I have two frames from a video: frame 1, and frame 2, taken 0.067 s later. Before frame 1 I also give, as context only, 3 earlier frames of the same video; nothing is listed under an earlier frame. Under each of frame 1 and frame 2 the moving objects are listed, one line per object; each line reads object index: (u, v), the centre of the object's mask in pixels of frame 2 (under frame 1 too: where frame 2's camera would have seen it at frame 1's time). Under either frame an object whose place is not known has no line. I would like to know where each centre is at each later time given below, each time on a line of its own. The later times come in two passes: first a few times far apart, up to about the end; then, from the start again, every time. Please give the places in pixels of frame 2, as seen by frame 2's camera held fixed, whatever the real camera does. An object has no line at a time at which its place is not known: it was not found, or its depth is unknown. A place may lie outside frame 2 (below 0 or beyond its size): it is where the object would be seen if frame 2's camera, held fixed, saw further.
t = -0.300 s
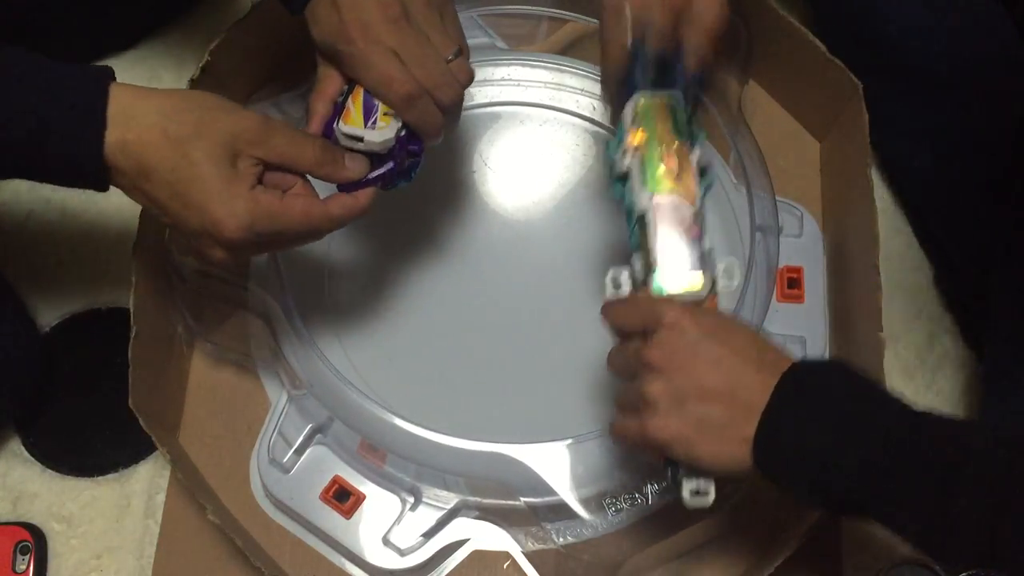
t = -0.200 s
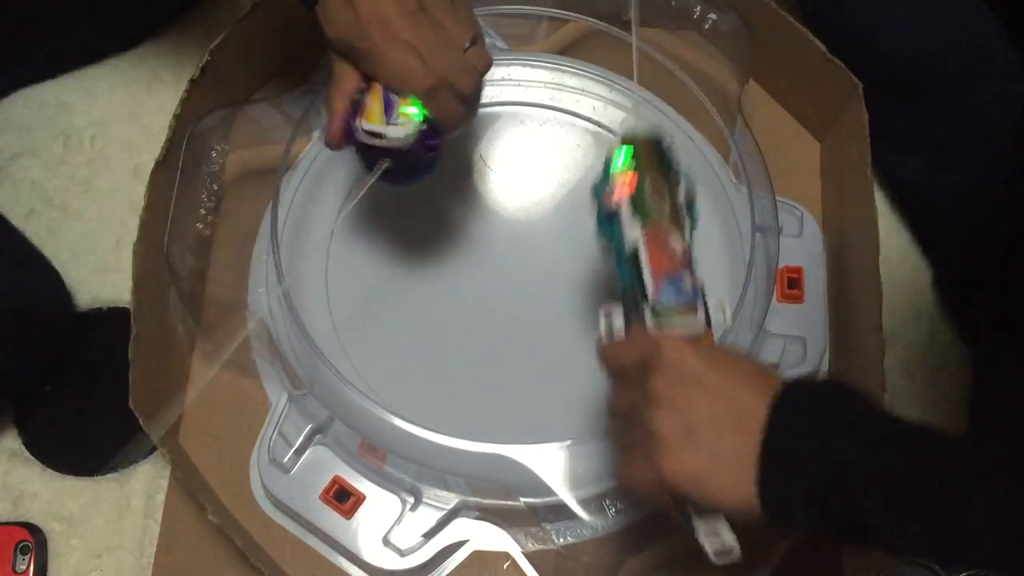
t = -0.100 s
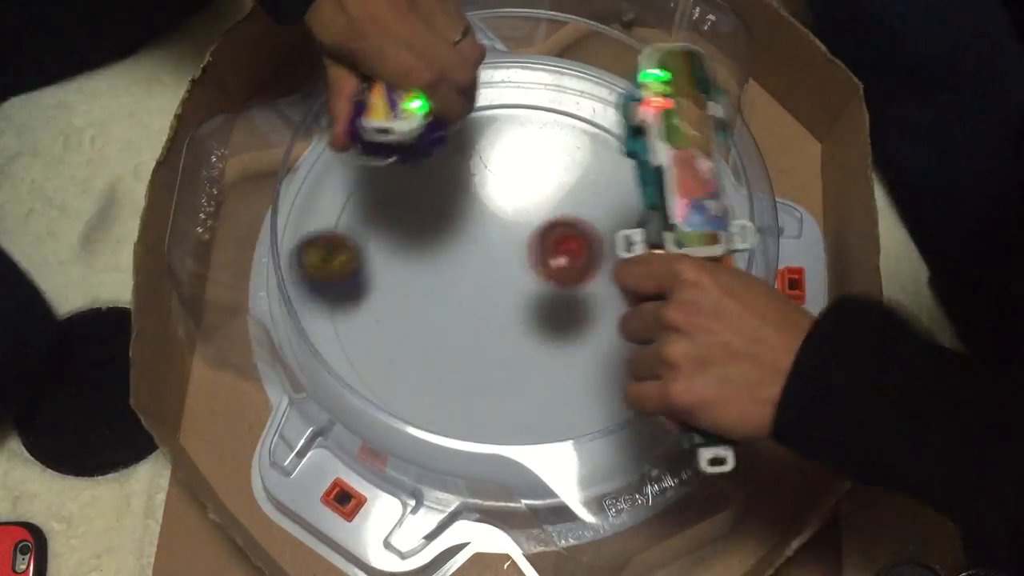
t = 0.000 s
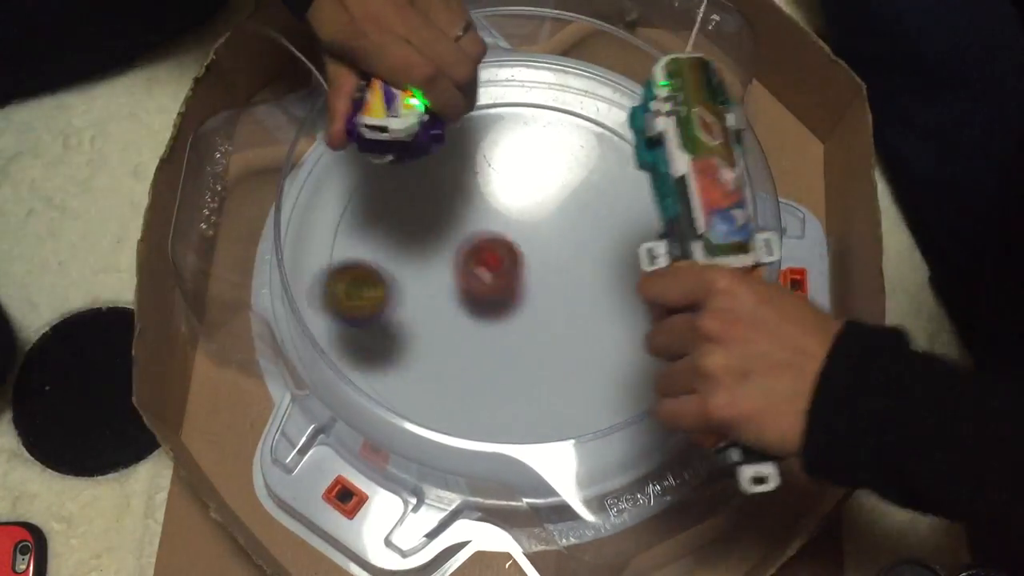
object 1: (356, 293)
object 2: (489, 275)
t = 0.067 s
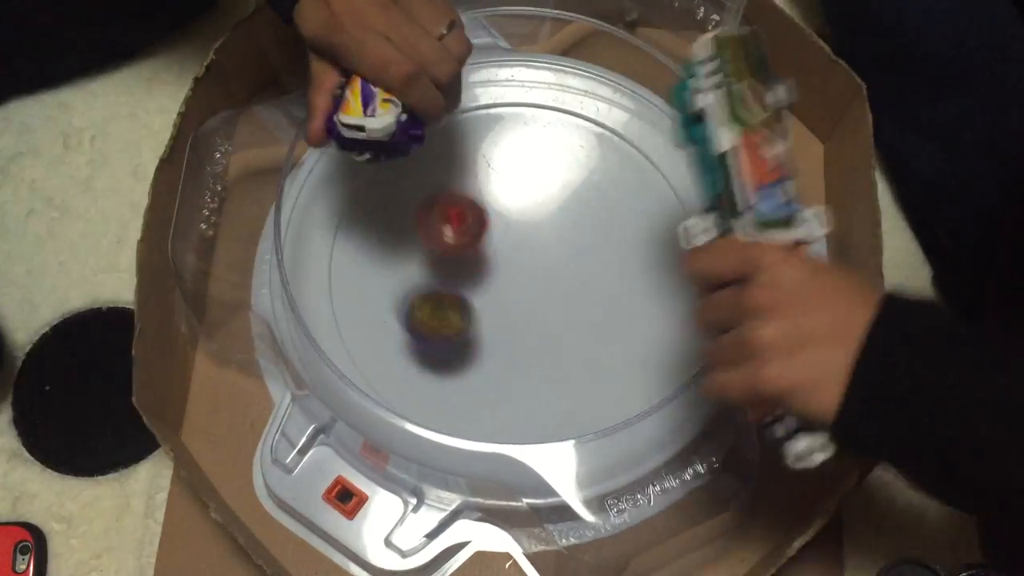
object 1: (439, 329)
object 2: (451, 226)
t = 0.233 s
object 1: (524, 306)
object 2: (436, 147)
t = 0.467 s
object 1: (426, 256)
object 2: (462, 73)
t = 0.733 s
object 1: (540, 399)
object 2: (549, 276)
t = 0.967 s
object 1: (613, 251)
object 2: (556, 117)
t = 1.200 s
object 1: (380, 184)
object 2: (495, 150)
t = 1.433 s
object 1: (495, 419)
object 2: (486, 329)
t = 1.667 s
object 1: (669, 231)
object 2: (566, 379)
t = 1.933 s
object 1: (387, 158)
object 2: (622, 282)
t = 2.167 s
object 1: (453, 406)
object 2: (558, 214)
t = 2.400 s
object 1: (664, 268)
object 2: (466, 243)
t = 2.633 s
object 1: (505, 108)
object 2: (457, 345)
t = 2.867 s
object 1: (354, 281)
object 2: (536, 363)
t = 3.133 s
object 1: (619, 371)
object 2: (570, 273)
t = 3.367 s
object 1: (658, 175)
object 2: (511, 222)
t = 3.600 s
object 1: (445, 144)
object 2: (468, 247)
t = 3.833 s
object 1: (404, 352)
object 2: (462, 288)
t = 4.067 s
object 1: (617, 403)
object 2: (508, 263)
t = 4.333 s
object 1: (637, 186)
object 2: (534, 242)
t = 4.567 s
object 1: (431, 161)
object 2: (514, 276)
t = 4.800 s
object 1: (353, 338)
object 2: (520, 276)
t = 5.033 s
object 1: (574, 400)
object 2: (552, 283)
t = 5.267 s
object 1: (636, 208)
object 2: (506, 300)
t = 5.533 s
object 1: (441, 119)
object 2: (493, 268)
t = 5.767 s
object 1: (371, 304)
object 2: (522, 280)
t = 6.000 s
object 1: (578, 373)
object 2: (492, 277)
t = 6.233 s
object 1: (668, 212)
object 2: (488, 243)
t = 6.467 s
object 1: (512, 130)
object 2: (533, 256)
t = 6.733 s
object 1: (398, 305)
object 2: (515, 290)
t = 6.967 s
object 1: (555, 406)
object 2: (515, 262)
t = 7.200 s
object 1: (657, 271)
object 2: (540, 268)
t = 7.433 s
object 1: (519, 167)
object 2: (519, 303)
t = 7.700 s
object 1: (365, 271)
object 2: (492, 273)
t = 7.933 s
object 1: (488, 392)
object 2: (525, 257)
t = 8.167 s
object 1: (620, 284)
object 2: (519, 287)
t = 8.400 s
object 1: (553, 147)
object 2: (494, 282)
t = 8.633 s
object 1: (406, 188)
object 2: (504, 246)
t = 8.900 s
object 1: (470, 355)
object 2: (537, 263)
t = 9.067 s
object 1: (595, 354)
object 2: (532, 291)
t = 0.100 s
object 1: (464, 340)
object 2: (446, 213)
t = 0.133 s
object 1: (481, 331)
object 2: (440, 192)
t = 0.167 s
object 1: (500, 325)
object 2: (433, 176)
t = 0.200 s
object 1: (517, 322)
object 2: (434, 159)
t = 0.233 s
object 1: (524, 306)
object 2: (436, 147)
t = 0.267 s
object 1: (530, 288)
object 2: (440, 140)
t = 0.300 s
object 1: (528, 267)
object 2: (443, 137)
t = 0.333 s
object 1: (522, 245)
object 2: (448, 138)
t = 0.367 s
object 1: (507, 223)
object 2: (451, 145)
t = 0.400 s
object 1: (482, 211)
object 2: (457, 143)
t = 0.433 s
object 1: (455, 234)
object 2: (459, 104)
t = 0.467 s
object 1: (426, 256)
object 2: (462, 73)
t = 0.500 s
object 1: (393, 277)
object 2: (474, 86)
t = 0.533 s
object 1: (368, 301)
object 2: (487, 106)
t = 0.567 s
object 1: (353, 329)
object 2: (499, 130)
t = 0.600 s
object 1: (380, 355)
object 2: (510, 155)
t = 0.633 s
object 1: (416, 381)
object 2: (522, 187)
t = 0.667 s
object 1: (459, 399)
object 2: (532, 216)
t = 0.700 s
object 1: (500, 405)
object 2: (540, 244)
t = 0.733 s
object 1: (540, 399)
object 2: (549, 276)
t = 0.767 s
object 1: (577, 381)
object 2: (555, 303)
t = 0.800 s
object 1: (607, 385)
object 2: (559, 298)
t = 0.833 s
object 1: (633, 396)
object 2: (561, 262)
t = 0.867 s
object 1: (631, 359)
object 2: (562, 225)
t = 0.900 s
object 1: (629, 328)
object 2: (562, 187)
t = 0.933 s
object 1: (625, 287)
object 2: (560, 151)
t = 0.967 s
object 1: (613, 251)
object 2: (556, 117)
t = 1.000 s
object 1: (593, 219)
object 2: (548, 91)
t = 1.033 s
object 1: (569, 193)
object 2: (538, 70)
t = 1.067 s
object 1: (537, 174)
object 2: (528, 70)
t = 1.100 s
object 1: (498, 162)
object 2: (519, 86)
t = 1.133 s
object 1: (457, 159)
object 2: (509, 107)
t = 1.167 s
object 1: (419, 167)
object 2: (502, 127)
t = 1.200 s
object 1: (380, 184)
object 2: (495, 150)
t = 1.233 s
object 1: (346, 212)
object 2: (488, 177)
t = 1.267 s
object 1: (341, 253)
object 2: (483, 204)
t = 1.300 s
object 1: (345, 305)
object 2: (480, 233)
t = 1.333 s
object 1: (363, 347)
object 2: (478, 259)
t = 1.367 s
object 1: (404, 389)
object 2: (478, 285)
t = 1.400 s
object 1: (442, 415)
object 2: (481, 308)
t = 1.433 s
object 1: (495, 419)
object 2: (486, 329)
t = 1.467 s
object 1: (543, 418)
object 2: (494, 347)
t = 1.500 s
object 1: (592, 408)
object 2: (503, 362)
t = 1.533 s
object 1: (627, 383)
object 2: (513, 374)
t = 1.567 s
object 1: (654, 351)
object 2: (526, 380)
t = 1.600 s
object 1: (669, 315)
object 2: (539, 384)
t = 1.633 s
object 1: (674, 277)
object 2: (553, 384)
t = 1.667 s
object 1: (669, 231)
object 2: (566, 379)
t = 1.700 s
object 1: (655, 194)
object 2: (577, 372)
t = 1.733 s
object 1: (634, 161)
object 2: (589, 363)
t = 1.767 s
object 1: (605, 133)
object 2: (600, 350)
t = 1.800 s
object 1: (568, 109)
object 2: (608, 336)
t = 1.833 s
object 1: (522, 104)
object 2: (615, 323)
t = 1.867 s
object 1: (474, 107)
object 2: (620, 308)
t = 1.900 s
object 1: (429, 125)
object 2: (623, 295)
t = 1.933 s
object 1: (387, 158)
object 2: (622, 282)
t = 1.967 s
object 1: (358, 194)
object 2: (619, 269)
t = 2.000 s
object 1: (343, 242)
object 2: (614, 257)
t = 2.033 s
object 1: (339, 285)
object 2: (607, 246)
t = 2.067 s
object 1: (352, 327)
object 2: (597, 236)
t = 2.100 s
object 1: (379, 364)
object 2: (585, 226)
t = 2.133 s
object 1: (415, 391)
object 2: (573, 219)
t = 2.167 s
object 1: (453, 406)
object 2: (558, 214)
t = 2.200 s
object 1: (496, 412)
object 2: (543, 211)
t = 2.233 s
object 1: (540, 408)
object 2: (528, 210)
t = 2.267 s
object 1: (580, 394)
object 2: (513, 211)
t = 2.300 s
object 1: (613, 370)
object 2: (499, 215)
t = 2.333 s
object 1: (640, 336)
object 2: (486, 222)
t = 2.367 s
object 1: (656, 303)
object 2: (476, 231)
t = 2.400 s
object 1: (664, 268)
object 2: (466, 243)
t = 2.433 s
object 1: (666, 231)
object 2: (458, 256)
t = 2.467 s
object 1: (661, 197)
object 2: (453, 272)
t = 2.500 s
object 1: (648, 164)
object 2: (450, 288)
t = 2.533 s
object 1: (627, 137)
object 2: (449, 304)
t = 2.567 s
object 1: (592, 126)
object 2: (449, 319)
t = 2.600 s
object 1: (555, 110)
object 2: (453, 333)
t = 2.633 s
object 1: (505, 108)
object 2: (457, 345)
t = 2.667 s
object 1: (465, 111)
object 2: (464, 355)
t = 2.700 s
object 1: (427, 127)
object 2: (473, 363)
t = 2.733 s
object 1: (393, 153)
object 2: (485, 370)
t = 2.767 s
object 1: (368, 179)
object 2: (497, 372)
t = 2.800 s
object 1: (352, 212)
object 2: (510, 372)
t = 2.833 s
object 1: (348, 245)
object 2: (523, 369)
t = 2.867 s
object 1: (354, 281)
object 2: (536, 363)
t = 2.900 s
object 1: (369, 315)
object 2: (548, 355)
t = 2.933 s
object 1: (394, 347)
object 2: (559, 346)
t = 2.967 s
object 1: (426, 370)
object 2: (569, 334)
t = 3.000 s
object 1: (463, 389)
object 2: (574, 323)
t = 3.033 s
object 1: (505, 398)
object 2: (577, 311)
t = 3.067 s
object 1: (545, 398)
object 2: (578, 297)
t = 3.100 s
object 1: (581, 388)
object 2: (575, 285)
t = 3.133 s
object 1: (619, 371)
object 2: (570, 273)
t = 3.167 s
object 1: (648, 348)
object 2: (564, 261)
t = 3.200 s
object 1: (670, 325)
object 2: (556, 250)
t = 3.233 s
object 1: (688, 297)
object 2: (548, 242)
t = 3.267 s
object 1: (695, 265)
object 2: (538, 235)
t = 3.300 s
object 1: (686, 231)
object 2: (528, 229)
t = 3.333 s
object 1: (677, 202)
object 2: (519, 225)
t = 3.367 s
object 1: (658, 175)
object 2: (511, 222)
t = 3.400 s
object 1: (632, 149)
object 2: (503, 222)
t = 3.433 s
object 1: (601, 132)
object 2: (495, 223)
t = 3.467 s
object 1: (571, 121)
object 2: (487, 225)
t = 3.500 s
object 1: (537, 115)
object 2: (481, 229)
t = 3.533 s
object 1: (503, 118)
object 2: (476, 233)
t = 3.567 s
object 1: (475, 127)
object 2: (472, 240)
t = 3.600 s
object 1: (445, 144)
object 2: (468, 247)
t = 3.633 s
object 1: (420, 166)
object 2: (465, 255)
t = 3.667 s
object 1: (401, 192)
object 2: (462, 263)
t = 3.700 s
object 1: (388, 223)
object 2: (460, 271)
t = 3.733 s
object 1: (381, 251)
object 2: (458, 277)
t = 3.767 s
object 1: (381, 286)
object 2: (458, 283)
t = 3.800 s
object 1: (388, 321)
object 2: (459, 286)
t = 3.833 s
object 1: (404, 352)
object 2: (462, 288)
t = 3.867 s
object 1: (426, 377)
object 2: (467, 288)
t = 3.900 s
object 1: (454, 397)
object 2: (472, 286)
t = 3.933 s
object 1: (485, 409)
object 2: (479, 284)
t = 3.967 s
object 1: (517, 415)
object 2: (487, 280)
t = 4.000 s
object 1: (553, 414)
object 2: (493, 276)
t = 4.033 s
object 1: (590, 414)
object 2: (501, 270)
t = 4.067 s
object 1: (617, 403)
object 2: (508, 263)
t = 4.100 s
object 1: (645, 385)
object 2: (514, 257)
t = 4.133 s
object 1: (665, 355)
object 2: (519, 252)
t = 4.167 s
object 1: (678, 328)
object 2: (523, 247)
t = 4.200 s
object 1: (684, 297)
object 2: (527, 243)
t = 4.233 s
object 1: (683, 263)
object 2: (529, 241)
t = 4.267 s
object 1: (673, 236)
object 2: (532, 240)
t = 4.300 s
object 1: (658, 208)
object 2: (533, 241)
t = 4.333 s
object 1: (637, 186)
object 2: (534, 242)
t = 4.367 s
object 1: (613, 167)
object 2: (534, 245)
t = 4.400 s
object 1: (586, 154)
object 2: (533, 250)
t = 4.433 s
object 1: (556, 146)
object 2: (532, 255)
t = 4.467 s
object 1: (524, 142)
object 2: (528, 261)
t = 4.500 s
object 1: (491, 142)
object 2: (524, 267)
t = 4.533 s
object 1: (458, 149)
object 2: (519, 272)
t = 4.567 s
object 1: (431, 161)
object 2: (514, 276)
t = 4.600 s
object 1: (404, 176)
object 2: (511, 277)
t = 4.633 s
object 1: (380, 197)
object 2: (508, 279)
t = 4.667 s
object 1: (363, 223)
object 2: (508, 279)
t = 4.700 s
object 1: (350, 247)
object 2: (508, 278)
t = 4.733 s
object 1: (344, 280)
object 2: (512, 278)
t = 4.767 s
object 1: (345, 312)
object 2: (515, 277)
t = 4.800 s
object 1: (353, 338)
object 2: (520, 276)
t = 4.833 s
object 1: (376, 369)
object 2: (526, 275)
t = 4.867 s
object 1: (406, 389)
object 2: (532, 275)
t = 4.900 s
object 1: (439, 404)
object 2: (538, 275)
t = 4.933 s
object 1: (470, 413)
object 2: (544, 277)
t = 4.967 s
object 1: (509, 416)
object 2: (549, 278)
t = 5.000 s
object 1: (539, 411)
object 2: (551, 281)
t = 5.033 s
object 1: (574, 400)
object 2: (552, 283)
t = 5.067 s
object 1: (600, 380)
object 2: (550, 287)
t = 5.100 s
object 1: (623, 358)
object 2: (547, 290)
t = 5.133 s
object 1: (640, 326)
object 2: (541, 294)
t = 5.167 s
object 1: (647, 300)
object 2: (535, 297)
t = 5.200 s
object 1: (649, 266)
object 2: (526, 299)
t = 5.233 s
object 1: (645, 240)
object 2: (517, 300)
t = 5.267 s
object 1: (636, 208)
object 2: (506, 300)
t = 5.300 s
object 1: (623, 185)
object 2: (498, 297)
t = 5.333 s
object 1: (605, 161)
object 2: (490, 294)
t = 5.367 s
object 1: (583, 142)
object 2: (485, 288)
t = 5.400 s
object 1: (557, 126)
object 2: (483, 284)
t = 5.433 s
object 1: (528, 116)
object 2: (482, 278)
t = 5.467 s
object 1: (499, 110)
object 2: (485, 274)
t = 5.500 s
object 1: (466, 109)
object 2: (487, 270)
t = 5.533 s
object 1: (441, 119)
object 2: (493, 268)
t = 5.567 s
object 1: (413, 140)
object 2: (498, 267)
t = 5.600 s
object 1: (391, 160)
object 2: (505, 267)
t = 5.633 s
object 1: (370, 186)
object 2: (510, 268)
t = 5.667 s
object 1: (360, 216)
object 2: (516, 270)
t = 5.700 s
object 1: (355, 244)
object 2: (519, 274)
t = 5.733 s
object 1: (360, 278)
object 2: (521, 276)
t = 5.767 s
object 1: (371, 304)
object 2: (522, 280)
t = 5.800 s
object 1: (392, 333)
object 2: (520, 281)
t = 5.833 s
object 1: (419, 354)
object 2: (518, 283)
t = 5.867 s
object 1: (447, 372)
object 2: (513, 283)
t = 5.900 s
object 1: (481, 380)
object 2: (509, 283)
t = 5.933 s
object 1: (514, 385)
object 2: (503, 283)
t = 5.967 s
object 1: (546, 381)
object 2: (497, 280)
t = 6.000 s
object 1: (578, 373)
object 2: (492, 277)
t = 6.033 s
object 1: (607, 355)
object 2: (487, 273)
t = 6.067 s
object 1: (631, 337)
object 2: (483, 269)
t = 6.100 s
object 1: (647, 316)
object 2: (480, 264)
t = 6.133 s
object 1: (663, 288)
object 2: (480, 257)
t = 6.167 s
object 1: (669, 264)
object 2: (481, 253)
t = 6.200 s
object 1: (672, 234)
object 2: (483, 247)
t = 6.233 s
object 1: (668, 212)
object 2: (488, 243)
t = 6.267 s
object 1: (657, 188)
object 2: (494, 240)
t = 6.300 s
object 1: (643, 165)
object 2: (501, 238)
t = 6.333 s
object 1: (624, 149)
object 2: (510, 239)
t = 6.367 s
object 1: (599, 136)
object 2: (516, 241)
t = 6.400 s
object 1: (570, 128)
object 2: (524, 245)
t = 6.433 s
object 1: (542, 127)
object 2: (529, 251)
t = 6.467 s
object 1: (512, 130)
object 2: (533, 256)
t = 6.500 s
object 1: (482, 140)
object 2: (537, 264)
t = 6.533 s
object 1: (459, 153)
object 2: (536, 272)
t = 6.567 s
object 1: (435, 174)
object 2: (535, 277)
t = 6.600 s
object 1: (417, 193)
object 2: (533, 283)
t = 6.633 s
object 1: (403, 222)
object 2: (528, 287)
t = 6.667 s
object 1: (396, 248)
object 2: (524, 290)
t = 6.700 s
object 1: (395, 277)
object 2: (520, 291)
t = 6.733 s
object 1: (398, 305)
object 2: (515, 290)
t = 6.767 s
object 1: (408, 329)
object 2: (512, 288)
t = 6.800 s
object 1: (424, 356)
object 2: (510, 285)
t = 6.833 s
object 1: (447, 375)
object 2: (507, 281)
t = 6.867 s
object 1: (471, 395)
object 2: (508, 276)
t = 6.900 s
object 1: (500, 403)
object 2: (510, 272)
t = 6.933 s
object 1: (530, 408)
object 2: (511, 267)
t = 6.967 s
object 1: (555, 406)
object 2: (515, 262)
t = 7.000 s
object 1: (588, 397)
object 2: (519, 259)
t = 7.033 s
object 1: (611, 386)
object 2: (523, 257)
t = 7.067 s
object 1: (631, 368)
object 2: (528, 256)
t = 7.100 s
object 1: (649, 345)
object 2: (532, 257)
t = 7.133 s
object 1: (657, 322)
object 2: (534, 260)
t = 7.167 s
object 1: (659, 294)
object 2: (537, 263)
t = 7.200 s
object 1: (657, 271)
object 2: (540, 268)
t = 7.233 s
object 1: (648, 249)
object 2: (540, 274)
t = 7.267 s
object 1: (632, 226)
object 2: (540, 279)
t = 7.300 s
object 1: (617, 207)
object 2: (538, 284)
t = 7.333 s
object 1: (598, 192)
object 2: (534, 291)
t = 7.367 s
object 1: (572, 181)
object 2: (529, 295)
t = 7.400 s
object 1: (547, 171)
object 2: (525, 299)
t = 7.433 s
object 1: (519, 167)
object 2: (519, 303)
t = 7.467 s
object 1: (490, 166)
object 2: (510, 305)
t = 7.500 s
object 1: (465, 170)
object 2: (505, 304)
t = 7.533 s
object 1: (442, 178)
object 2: (500, 302)
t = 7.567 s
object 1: (416, 191)
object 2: (494, 299)
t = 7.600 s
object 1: (398, 206)
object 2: (491, 293)
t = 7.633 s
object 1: (382, 227)
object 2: (491, 286)
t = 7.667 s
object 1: (370, 250)
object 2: (491, 279)
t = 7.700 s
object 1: (365, 271)
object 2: (492, 273)
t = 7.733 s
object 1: (367, 302)
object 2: (494, 266)
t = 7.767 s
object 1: (373, 324)
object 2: (500, 260)
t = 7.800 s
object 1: (388, 344)
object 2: (506, 256)
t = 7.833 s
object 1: (409, 366)
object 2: (510, 254)
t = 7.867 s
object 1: (430, 379)
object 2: (515, 254)
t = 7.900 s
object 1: (461, 388)
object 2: (521, 255)
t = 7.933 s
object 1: (488, 392)
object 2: (525, 257)
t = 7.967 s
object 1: (513, 389)
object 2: (527, 260)
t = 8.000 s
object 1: (542, 379)
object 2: (527, 263)
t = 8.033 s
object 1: (567, 367)
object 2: (529, 268)
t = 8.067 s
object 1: (585, 351)
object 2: (528, 274)
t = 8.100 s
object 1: (601, 329)
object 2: (525, 279)
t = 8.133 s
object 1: (614, 305)
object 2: (522, 284)
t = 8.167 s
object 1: (620, 284)
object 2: (519, 287)
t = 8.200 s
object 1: (621, 262)
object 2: (516, 291)
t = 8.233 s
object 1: (617, 235)
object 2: (510, 293)
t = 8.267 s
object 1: (612, 212)
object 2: (505, 293)
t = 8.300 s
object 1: (603, 193)
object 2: (501, 291)
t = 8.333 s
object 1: (590, 176)
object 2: (499, 289)
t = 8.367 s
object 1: (572, 161)
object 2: (496, 286)
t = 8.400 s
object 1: (553, 147)
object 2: (494, 282)
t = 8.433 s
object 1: (532, 140)
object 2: (492, 276)
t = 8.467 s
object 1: (507, 136)
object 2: (493, 270)
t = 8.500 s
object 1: (482, 137)
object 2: (494, 264)
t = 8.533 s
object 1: (461, 141)
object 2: (496, 260)
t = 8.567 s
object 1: (441, 152)
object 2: (497, 255)
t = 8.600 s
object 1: (421, 170)
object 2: (499, 250)
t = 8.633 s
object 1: (406, 188)
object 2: (504, 246)
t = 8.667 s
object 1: (397, 208)
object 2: (510, 243)
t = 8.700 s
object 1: (394, 233)
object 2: (515, 243)
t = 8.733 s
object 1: (394, 259)
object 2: (519, 244)
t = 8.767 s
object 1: (401, 283)
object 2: (524, 245)
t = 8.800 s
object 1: (412, 304)
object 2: (529, 247)
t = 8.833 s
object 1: (429, 325)
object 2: (533, 252)
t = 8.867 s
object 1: (447, 344)
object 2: (536, 257)
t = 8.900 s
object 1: (470, 355)
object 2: (537, 263)
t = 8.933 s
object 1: (496, 364)
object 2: (536, 269)
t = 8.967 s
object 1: (521, 370)
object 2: (536, 273)
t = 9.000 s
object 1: (547, 371)
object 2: (535, 278)
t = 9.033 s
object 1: (571, 364)
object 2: (535, 285)
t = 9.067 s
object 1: (595, 354)
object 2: (532, 291)
